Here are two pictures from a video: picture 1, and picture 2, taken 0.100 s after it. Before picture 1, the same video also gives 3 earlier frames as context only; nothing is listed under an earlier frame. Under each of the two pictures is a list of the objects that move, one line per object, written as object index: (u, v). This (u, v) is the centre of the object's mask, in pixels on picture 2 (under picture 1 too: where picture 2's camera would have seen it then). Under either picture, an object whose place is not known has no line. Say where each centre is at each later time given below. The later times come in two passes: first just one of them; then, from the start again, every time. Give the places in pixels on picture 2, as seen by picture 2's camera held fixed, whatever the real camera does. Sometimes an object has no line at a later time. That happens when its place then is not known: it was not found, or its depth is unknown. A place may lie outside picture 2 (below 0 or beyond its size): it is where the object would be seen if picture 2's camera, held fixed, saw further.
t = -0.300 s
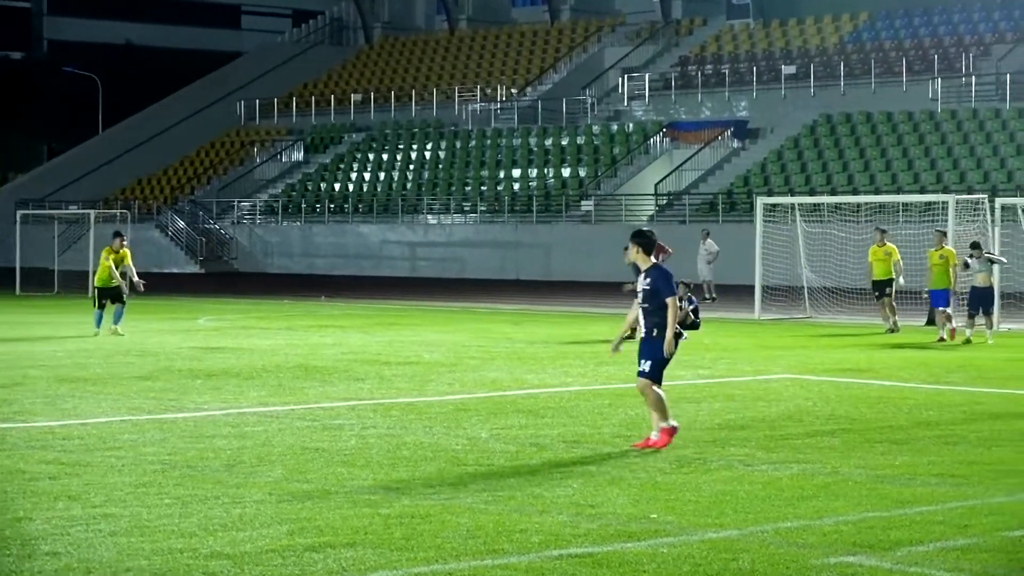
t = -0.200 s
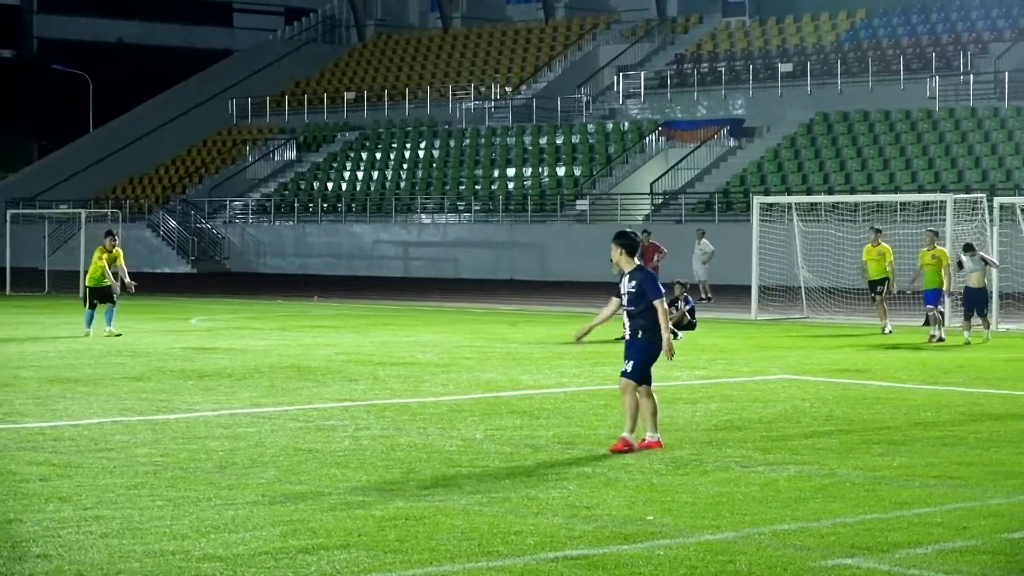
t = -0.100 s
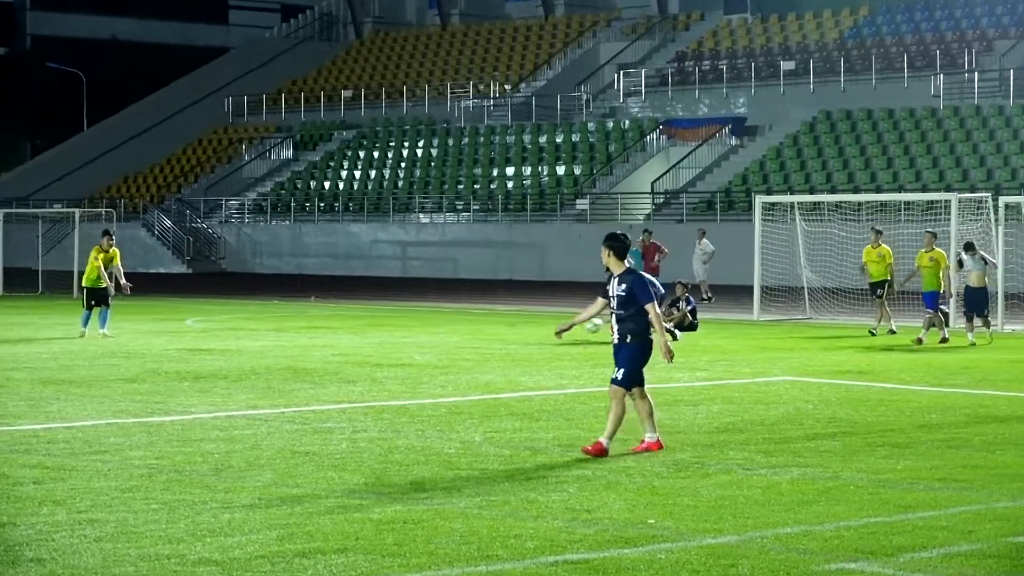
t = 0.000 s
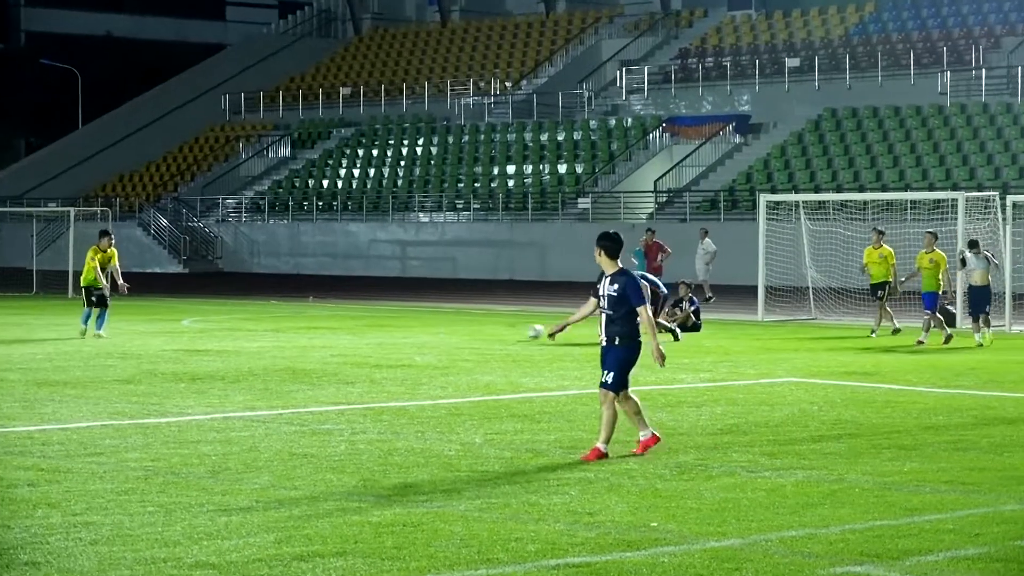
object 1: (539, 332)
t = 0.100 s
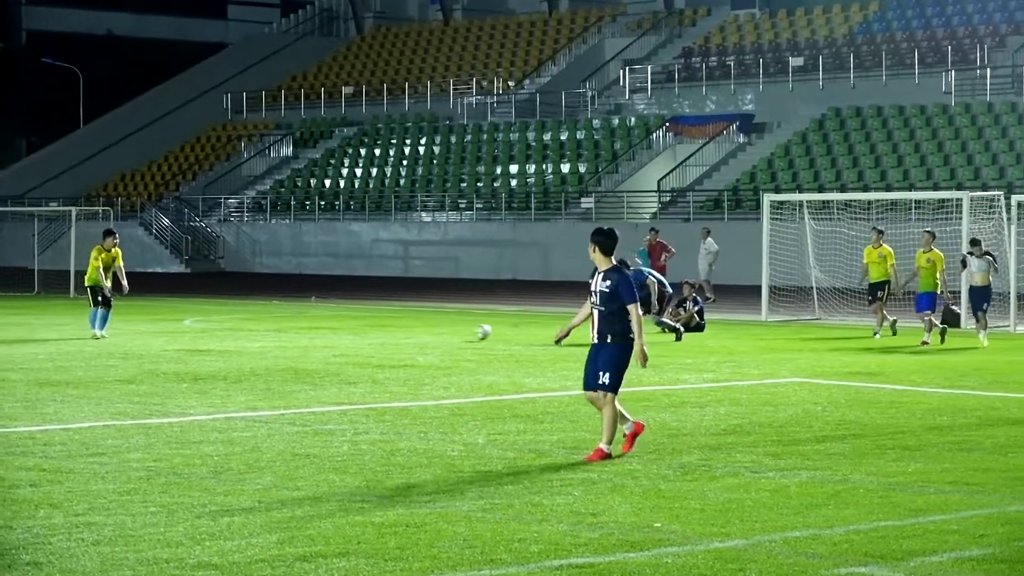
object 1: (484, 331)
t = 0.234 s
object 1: (416, 329)
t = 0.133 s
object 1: (467, 331)
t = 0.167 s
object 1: (450, 330)
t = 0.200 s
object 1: (432, 329)
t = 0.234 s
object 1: (416, 329)
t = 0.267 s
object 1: (401, 326)
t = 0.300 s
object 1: (387, 323)
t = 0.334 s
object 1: (375, 322)
